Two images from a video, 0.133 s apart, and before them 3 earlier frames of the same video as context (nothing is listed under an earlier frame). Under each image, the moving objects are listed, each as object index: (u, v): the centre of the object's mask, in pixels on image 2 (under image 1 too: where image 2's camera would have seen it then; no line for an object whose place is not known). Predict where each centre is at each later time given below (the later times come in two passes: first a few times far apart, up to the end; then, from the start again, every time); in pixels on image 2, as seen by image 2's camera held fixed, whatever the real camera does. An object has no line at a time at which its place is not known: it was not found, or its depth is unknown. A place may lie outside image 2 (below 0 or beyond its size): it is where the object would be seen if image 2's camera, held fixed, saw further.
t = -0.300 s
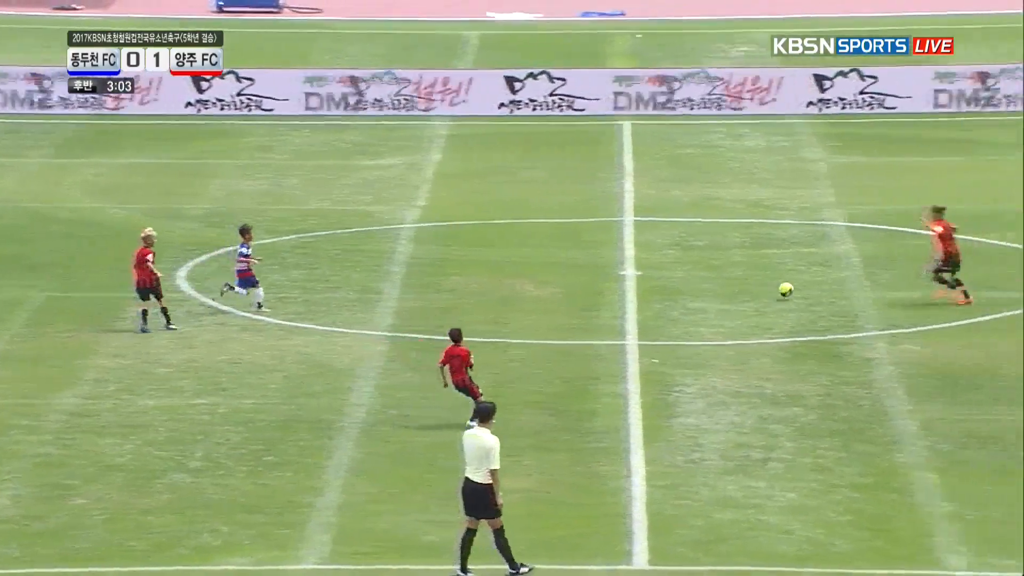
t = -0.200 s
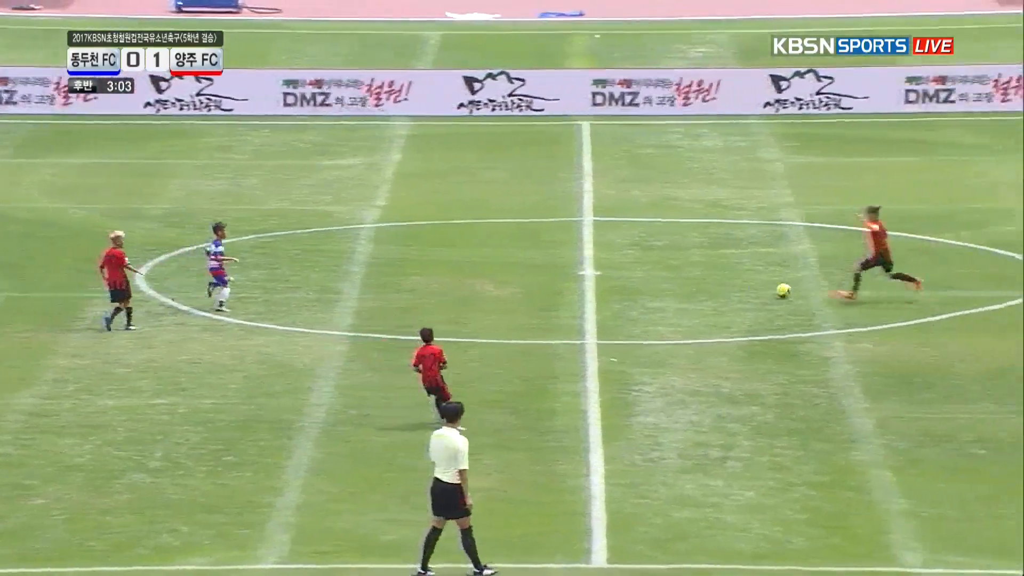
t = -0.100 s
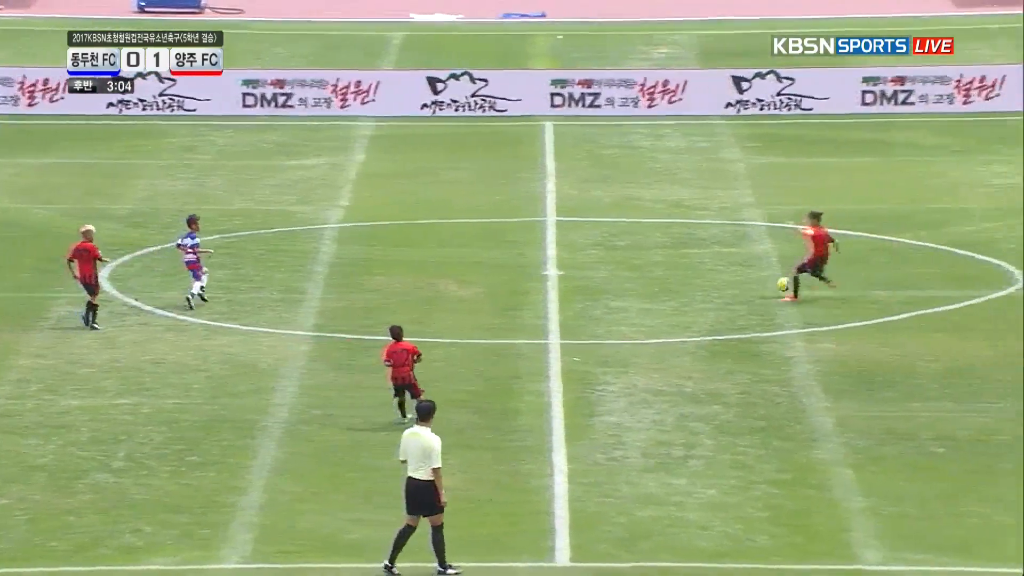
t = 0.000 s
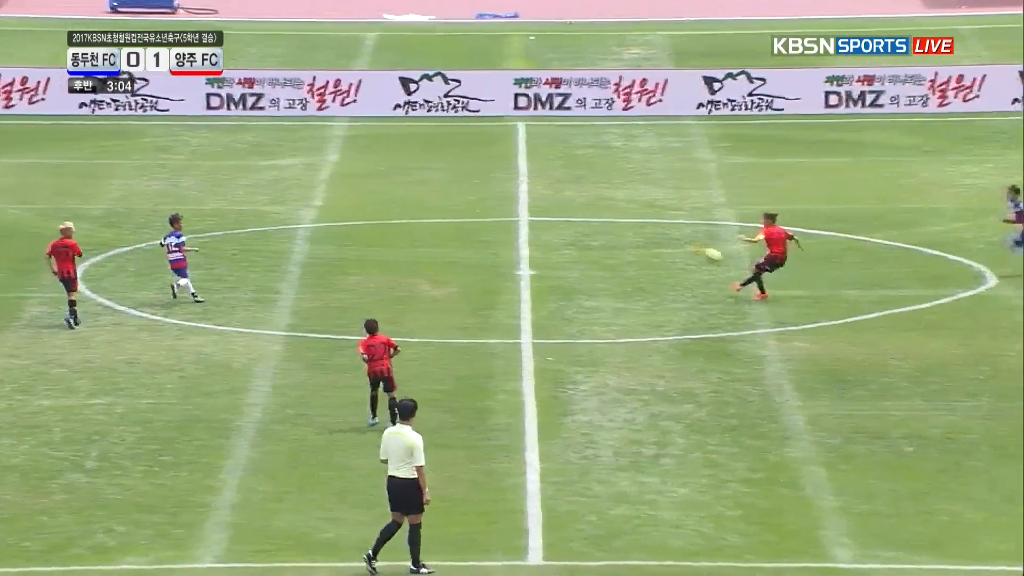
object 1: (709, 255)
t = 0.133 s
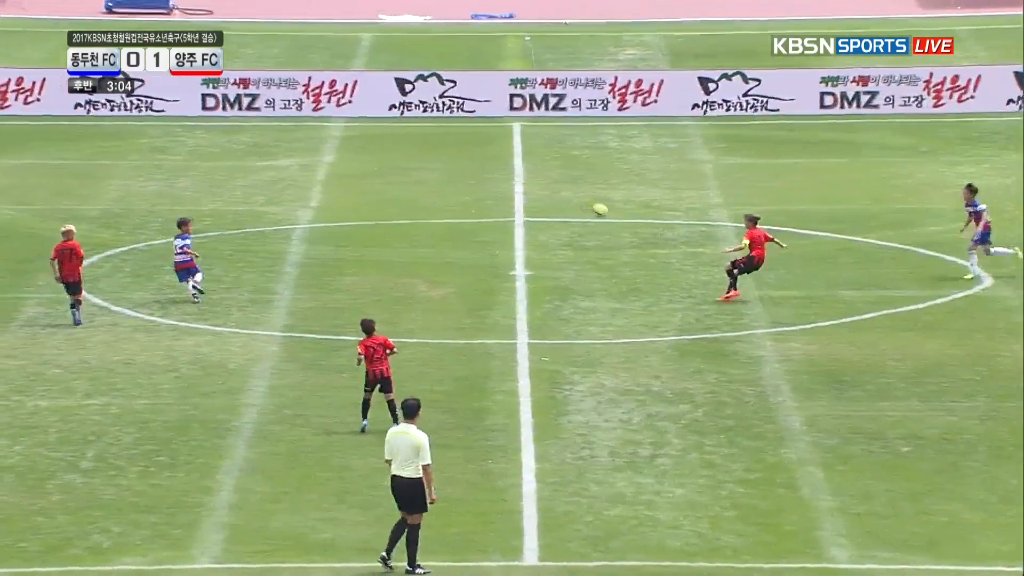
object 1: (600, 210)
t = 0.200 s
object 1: (549, 192)
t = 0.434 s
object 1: (384, 152)
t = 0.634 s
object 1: (258, 144)
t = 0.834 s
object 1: (140, 160)
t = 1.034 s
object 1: (31, 196)
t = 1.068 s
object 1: (13, 203)
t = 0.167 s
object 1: (574, 200)
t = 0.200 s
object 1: (549, 192)
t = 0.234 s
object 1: (523, 185)
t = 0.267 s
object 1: (499, 177)
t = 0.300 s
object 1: (475, 171)
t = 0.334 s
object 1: (452, 165)
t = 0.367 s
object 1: (429, 160)
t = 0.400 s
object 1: (406, 155)
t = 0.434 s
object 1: (384, 152)
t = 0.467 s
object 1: (362, 148)
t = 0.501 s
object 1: (341, 147)
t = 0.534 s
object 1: (320, 145)
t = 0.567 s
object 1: (298, 144)
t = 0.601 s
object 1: (278, 144)
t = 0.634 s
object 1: (258, 144)
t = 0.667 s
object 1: (237, 145)
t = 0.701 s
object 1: (218, 147)
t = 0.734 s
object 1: (197, 149)
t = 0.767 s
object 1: (178, 152)
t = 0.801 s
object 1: (159, 156)
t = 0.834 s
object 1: (140, 160)
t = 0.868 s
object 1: (121, 164)
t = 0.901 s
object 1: (103, 169)
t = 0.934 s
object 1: (85, 175)
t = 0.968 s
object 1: (66, 181)
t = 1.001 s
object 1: (48, 189)
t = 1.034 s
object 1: (31, 196)
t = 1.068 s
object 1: (13, 203)
